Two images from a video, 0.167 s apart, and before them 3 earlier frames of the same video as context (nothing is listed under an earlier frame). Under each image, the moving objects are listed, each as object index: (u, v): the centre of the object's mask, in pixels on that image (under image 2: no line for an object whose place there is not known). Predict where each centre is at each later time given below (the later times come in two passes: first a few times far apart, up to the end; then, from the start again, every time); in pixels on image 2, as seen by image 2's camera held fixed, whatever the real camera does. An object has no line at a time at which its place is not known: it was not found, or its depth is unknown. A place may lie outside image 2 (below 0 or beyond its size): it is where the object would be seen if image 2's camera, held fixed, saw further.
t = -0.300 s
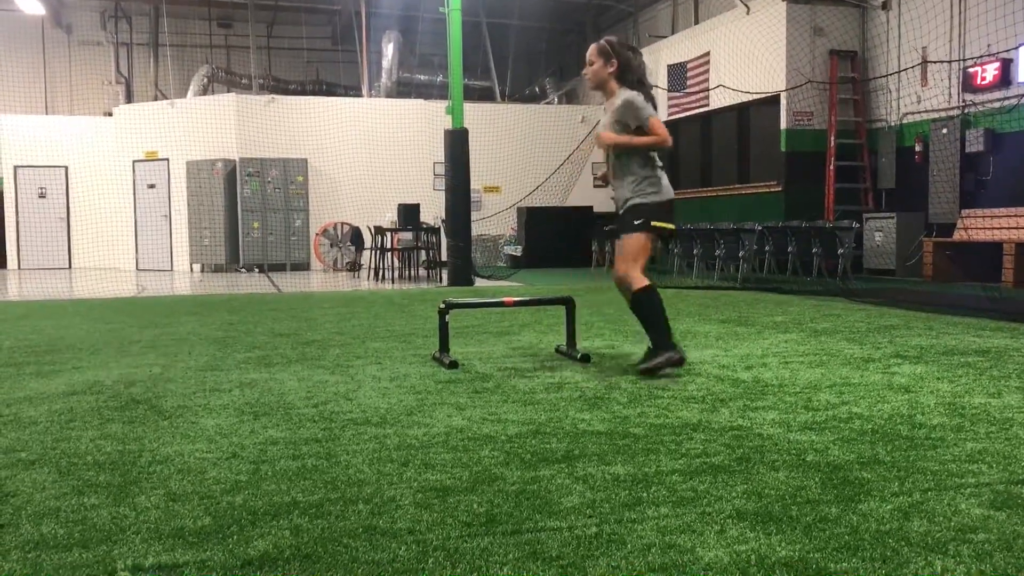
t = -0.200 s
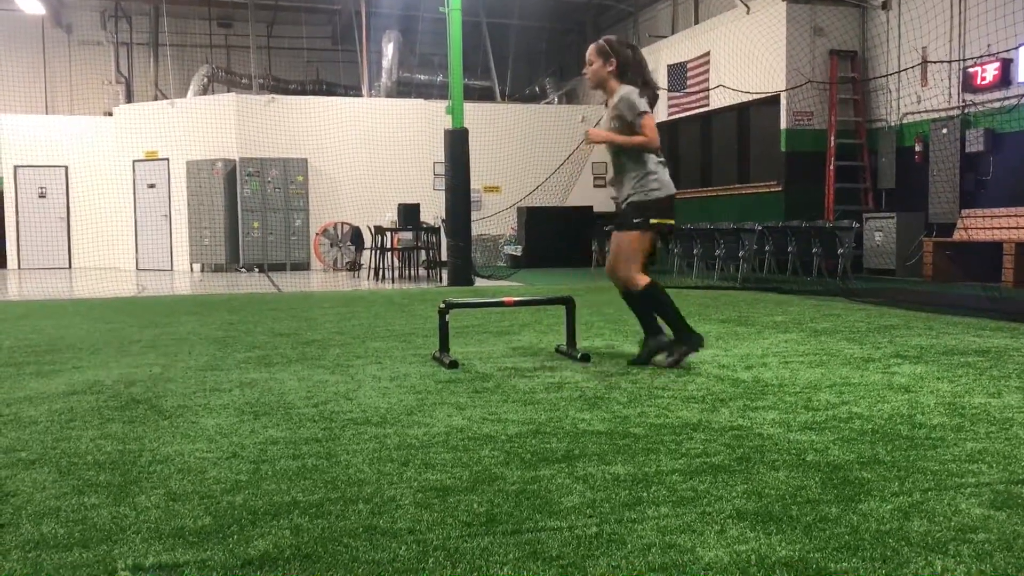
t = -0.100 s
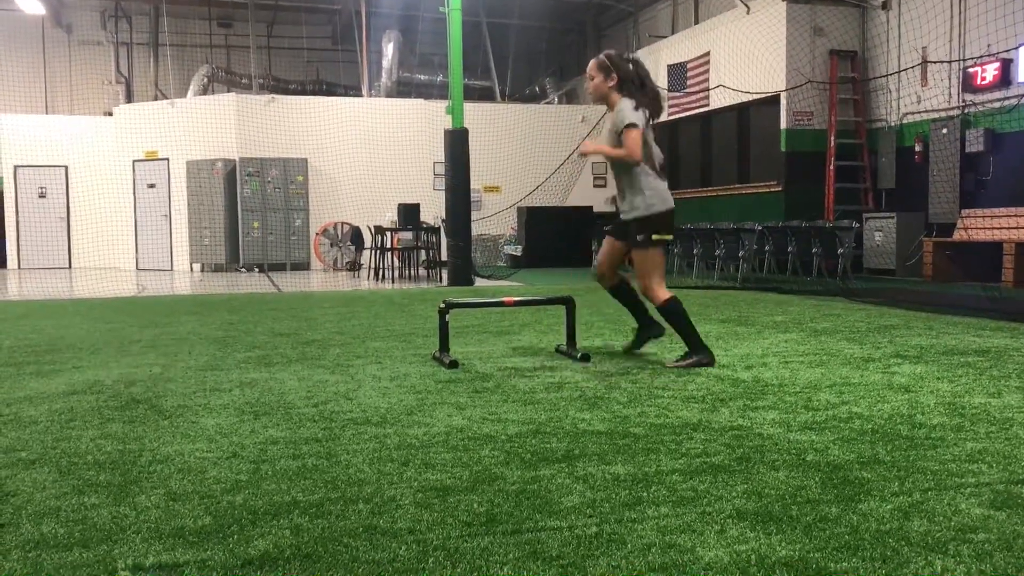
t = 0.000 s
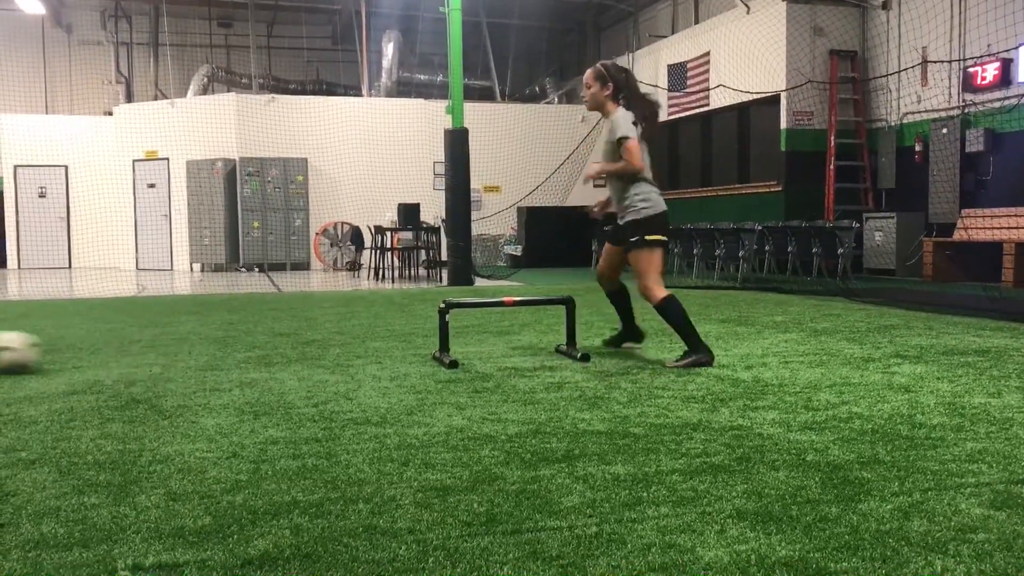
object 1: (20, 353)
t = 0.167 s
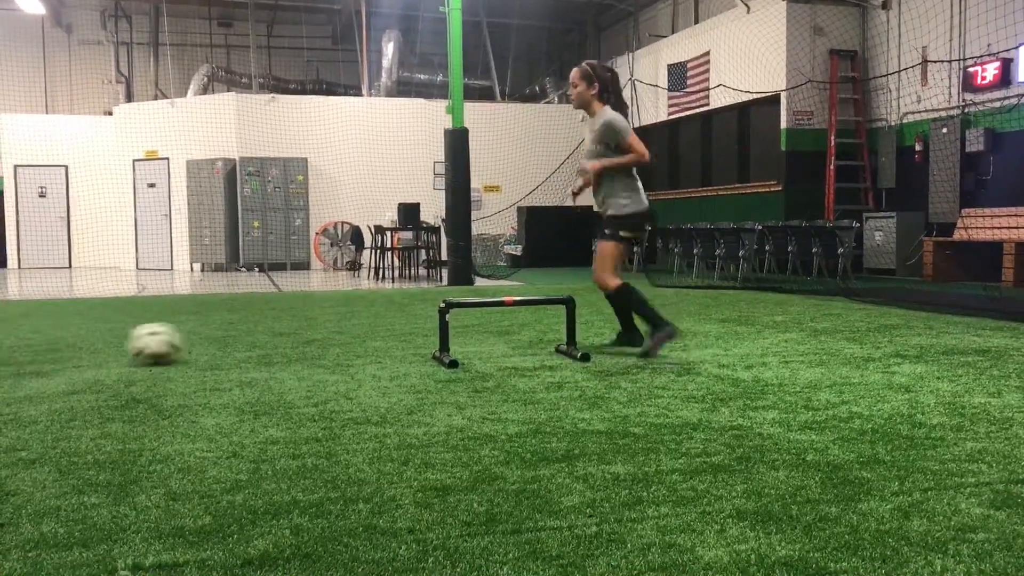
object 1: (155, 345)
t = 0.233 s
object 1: (199, 341)
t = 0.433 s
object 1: (325, 336)
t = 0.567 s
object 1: (398, 332)
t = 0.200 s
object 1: (178, 343)
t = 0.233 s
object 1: (199, 341)
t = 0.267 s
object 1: (223, 342)
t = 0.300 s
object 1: (245, 341)
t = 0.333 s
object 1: (265, 340)
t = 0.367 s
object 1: (284, 338)
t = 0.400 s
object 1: (305, 338)
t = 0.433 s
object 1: (325, 336)
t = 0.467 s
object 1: (343, 336)
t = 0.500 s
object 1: (362, 335)
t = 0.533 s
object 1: (381, 334)
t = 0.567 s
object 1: (398, 332)
